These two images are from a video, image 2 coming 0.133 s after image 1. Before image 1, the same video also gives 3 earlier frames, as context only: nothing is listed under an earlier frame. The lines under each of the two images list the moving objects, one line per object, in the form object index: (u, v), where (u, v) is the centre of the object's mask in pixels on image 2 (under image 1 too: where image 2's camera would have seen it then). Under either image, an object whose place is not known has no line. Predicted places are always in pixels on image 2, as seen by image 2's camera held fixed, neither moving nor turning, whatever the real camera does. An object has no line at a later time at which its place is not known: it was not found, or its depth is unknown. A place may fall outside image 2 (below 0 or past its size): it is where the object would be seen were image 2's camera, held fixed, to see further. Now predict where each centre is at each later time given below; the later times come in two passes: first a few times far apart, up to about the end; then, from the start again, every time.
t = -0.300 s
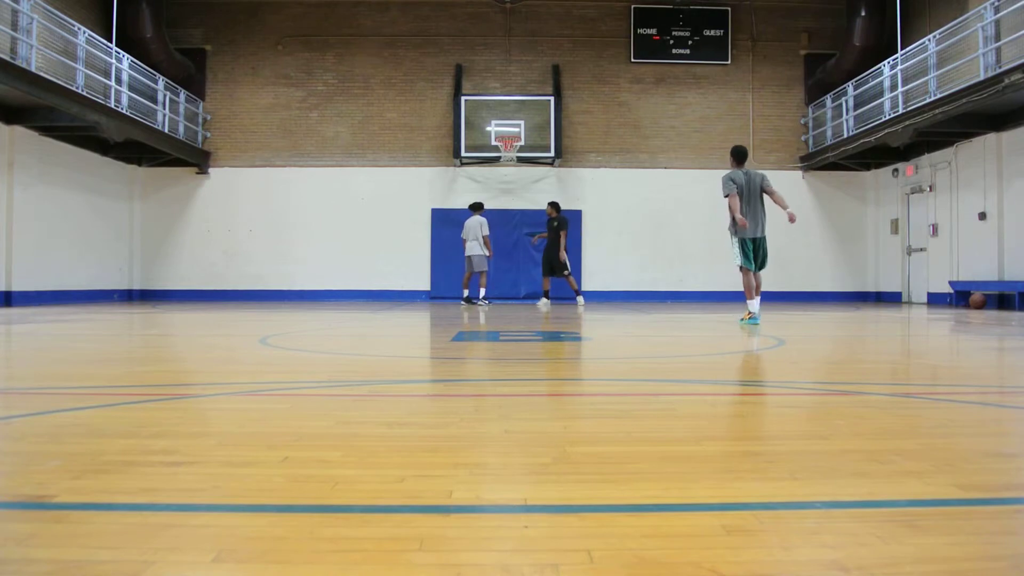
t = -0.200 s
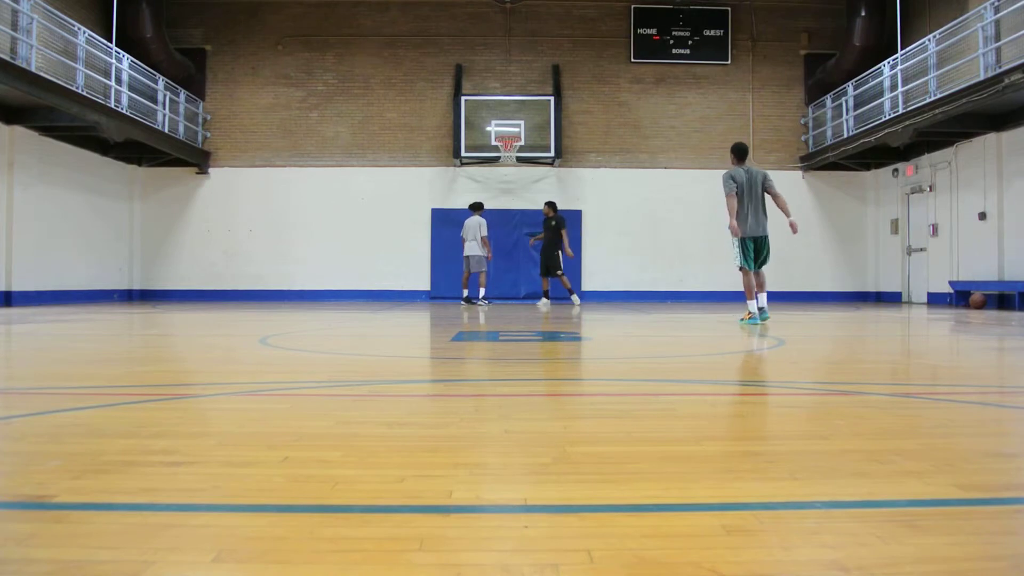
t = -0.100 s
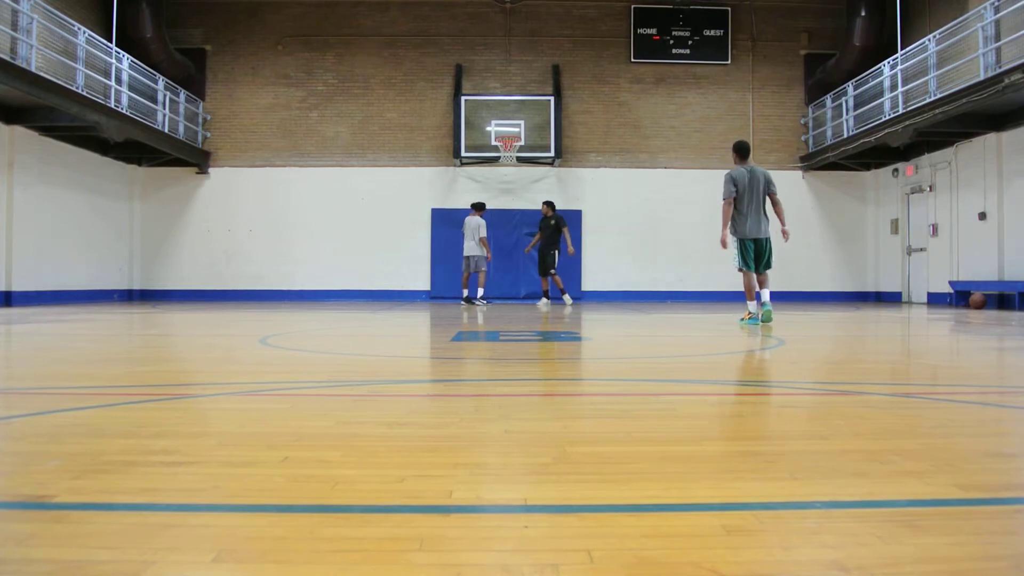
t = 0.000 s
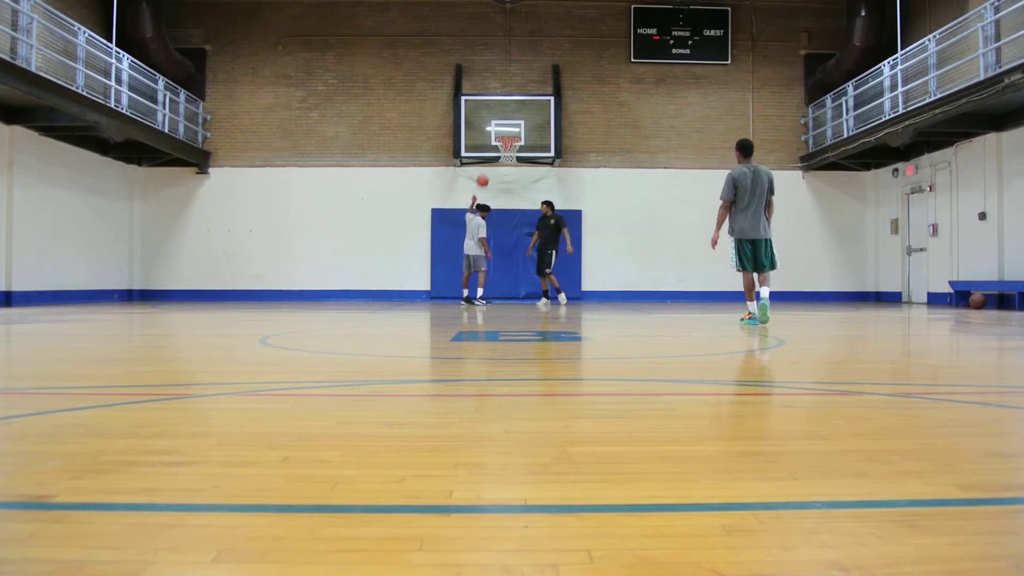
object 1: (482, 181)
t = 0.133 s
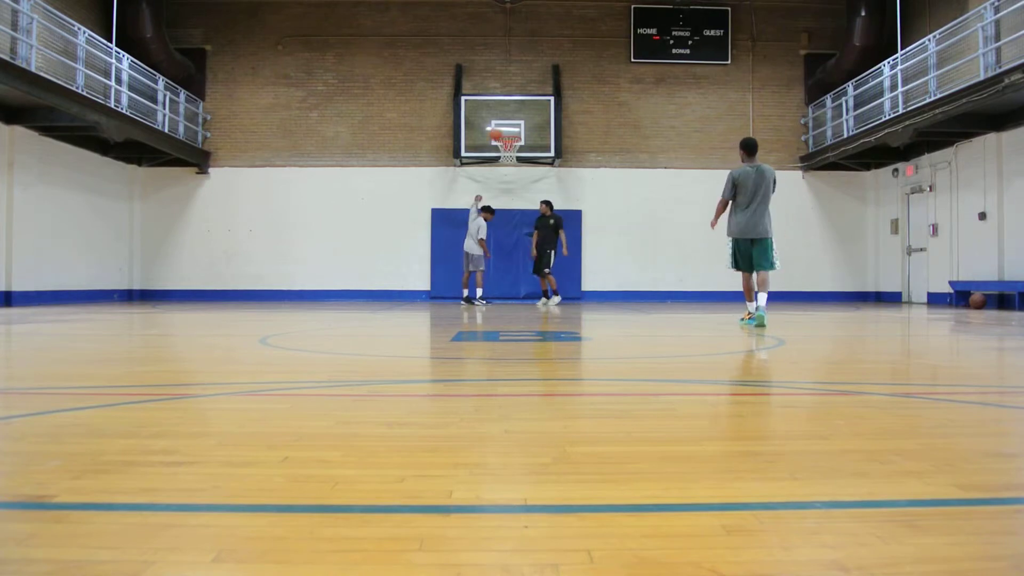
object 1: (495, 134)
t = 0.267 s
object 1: (509, 94)
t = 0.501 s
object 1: (534, 46)
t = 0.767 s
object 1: (569, 26)
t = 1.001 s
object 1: (604, 47)
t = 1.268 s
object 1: (652, 125)
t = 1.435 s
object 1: (686, 214)
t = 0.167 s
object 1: (498, 123)
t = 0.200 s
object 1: (502, 113)
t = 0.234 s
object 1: (505, 104)
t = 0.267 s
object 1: (509, 94)
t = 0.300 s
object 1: (512, 86)
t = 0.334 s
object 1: (515, 78)
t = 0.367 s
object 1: (519, 70)
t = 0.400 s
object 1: (523, 63)
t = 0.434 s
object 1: (527, 57)
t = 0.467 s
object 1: (530, 51)
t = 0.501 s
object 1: (534, 46)
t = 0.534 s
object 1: (538, 41)
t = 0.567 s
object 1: (542, 37)
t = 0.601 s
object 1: (546, 34)
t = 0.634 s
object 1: (550, 31)
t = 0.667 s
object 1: (555, 29)
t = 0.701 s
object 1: (559, 27)
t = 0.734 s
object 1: (564, 26)
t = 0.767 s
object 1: (569, 26)
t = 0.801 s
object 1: (573, 26)
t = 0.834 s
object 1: (578, 28)
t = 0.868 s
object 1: (583, 30)
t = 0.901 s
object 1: (588, 33)
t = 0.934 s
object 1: (593, 36)
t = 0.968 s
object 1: (598, 41)
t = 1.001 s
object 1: (604, 47)
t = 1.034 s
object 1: (609, 53)
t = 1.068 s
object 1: (615, 59)
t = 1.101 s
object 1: (621, 68)
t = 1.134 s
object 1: (627, 77)
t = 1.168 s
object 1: (633, 87)
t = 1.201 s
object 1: (639, 99)
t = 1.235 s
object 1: (645, 112)
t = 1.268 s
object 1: (652, 125)
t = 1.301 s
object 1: (658, 140)
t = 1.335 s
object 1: (665, 157)
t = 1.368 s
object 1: (672, 174)
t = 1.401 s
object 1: (679, 194)
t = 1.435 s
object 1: (686, 214)
